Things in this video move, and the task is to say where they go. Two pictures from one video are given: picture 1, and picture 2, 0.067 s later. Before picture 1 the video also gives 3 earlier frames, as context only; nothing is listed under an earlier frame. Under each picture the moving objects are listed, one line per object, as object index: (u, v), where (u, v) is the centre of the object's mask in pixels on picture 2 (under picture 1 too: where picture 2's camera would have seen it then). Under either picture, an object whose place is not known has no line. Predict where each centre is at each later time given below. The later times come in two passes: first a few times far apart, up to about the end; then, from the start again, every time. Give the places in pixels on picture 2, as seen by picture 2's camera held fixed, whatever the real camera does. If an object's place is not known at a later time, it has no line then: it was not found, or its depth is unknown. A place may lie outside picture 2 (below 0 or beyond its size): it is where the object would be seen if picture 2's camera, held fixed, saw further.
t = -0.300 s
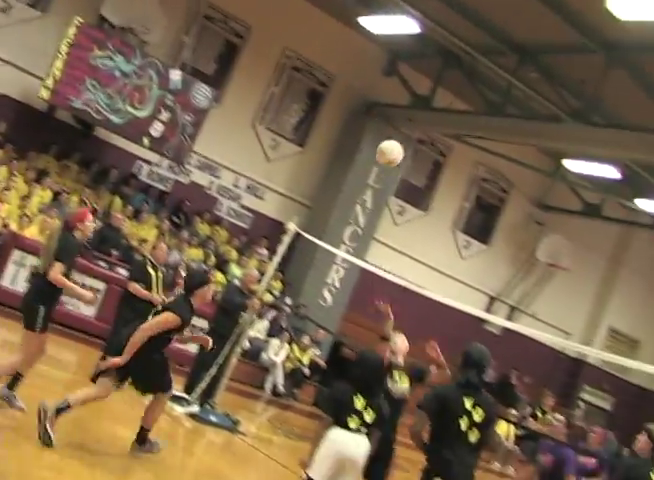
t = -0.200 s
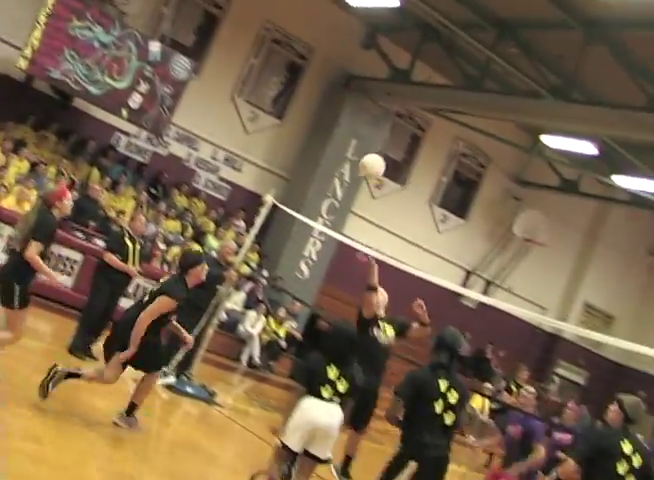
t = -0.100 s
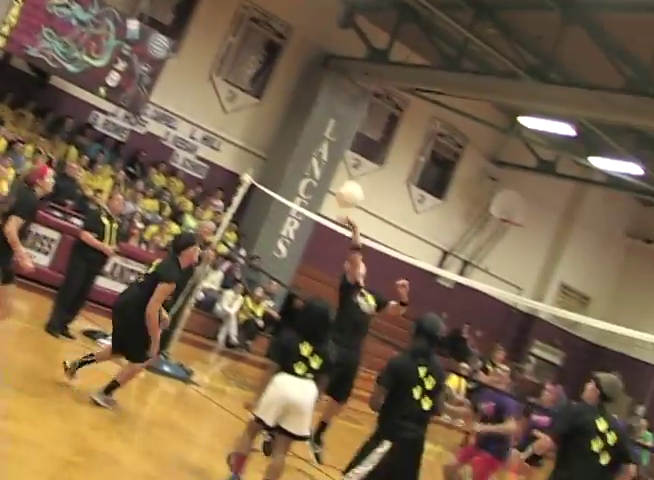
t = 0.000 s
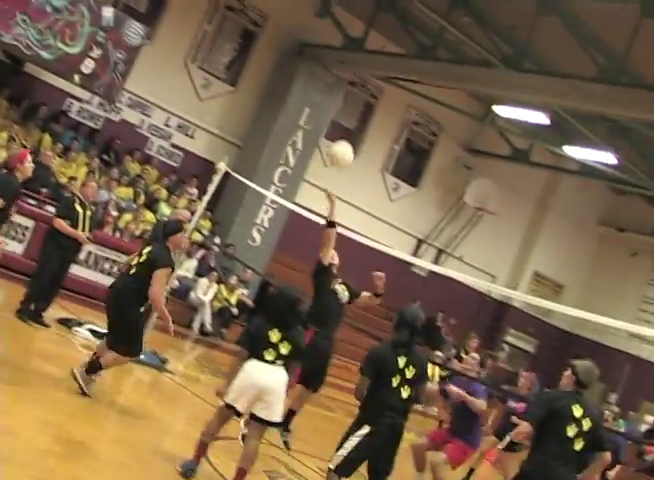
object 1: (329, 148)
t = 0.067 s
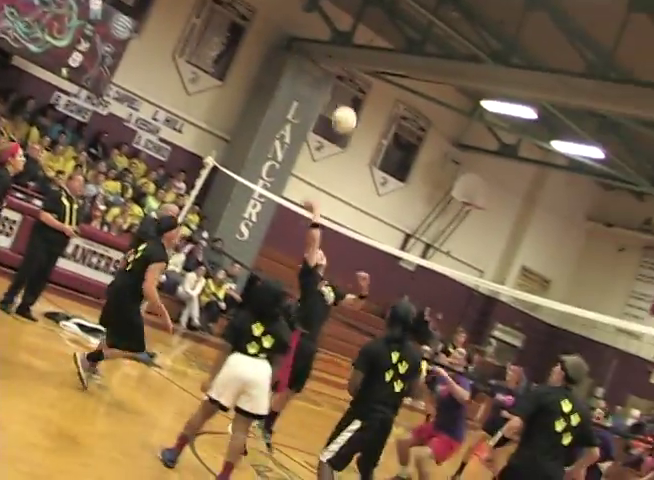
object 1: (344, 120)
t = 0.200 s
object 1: (368, 78)
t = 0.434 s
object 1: (392, 49)
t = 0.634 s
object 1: (396, 65)
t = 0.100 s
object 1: (351, 107)
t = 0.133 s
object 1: (357, 96)
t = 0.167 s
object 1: (363, 86)
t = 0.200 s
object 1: (368, 78)
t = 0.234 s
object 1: (373, 70)
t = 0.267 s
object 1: (377, 63)
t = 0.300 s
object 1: (381, 58)
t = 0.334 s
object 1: (385, 54)
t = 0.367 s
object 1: (388, 51)
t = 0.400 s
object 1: (390, 49)
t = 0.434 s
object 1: (392, 49)
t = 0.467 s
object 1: (394, 49)
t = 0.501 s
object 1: (395, 50)
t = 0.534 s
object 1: (396, 52)
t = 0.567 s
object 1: (397, 55)
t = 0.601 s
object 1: (396, 60)
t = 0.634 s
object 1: (396, 65)
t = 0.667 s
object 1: (395, 72)
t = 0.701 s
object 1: (394, 79)
